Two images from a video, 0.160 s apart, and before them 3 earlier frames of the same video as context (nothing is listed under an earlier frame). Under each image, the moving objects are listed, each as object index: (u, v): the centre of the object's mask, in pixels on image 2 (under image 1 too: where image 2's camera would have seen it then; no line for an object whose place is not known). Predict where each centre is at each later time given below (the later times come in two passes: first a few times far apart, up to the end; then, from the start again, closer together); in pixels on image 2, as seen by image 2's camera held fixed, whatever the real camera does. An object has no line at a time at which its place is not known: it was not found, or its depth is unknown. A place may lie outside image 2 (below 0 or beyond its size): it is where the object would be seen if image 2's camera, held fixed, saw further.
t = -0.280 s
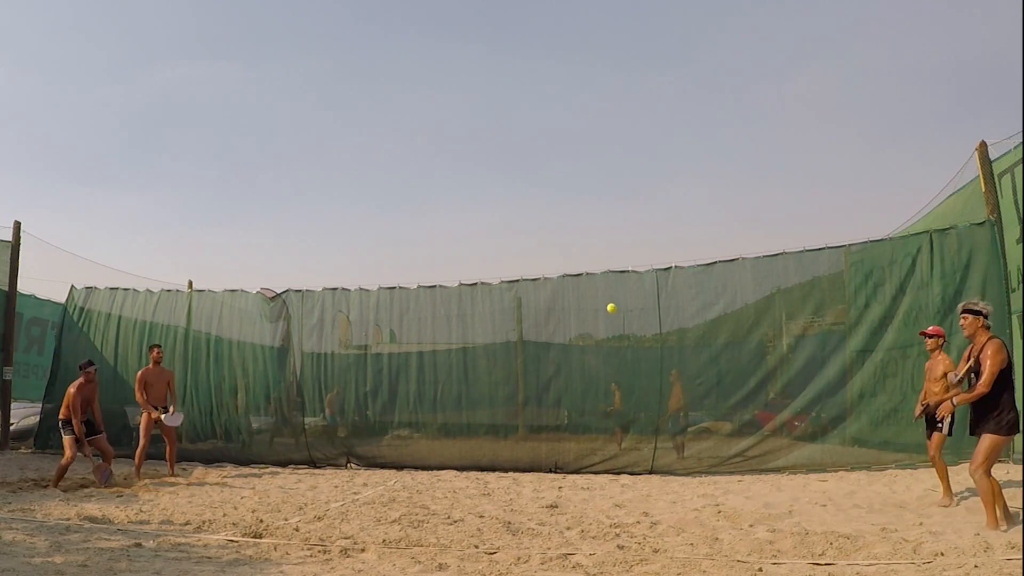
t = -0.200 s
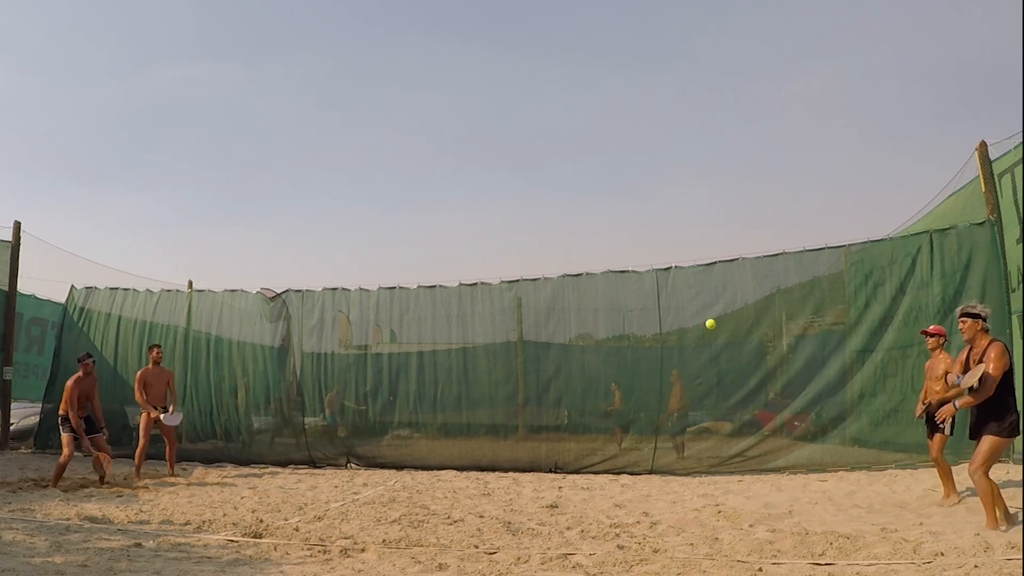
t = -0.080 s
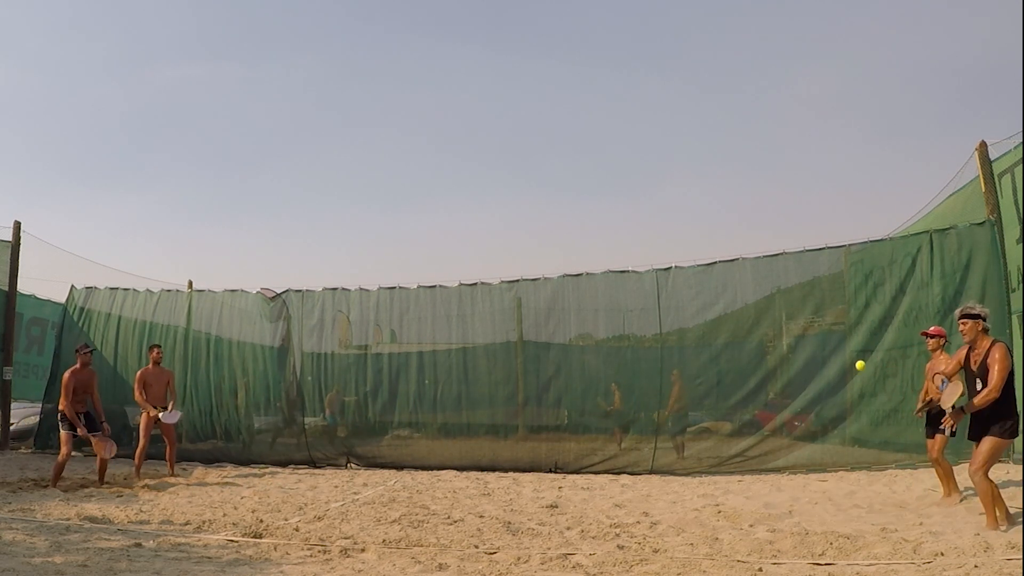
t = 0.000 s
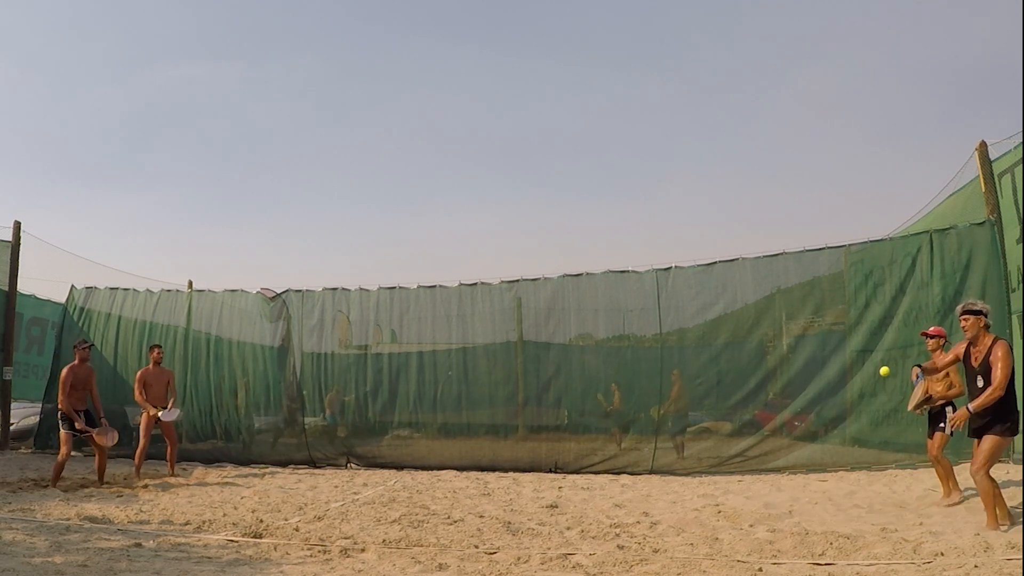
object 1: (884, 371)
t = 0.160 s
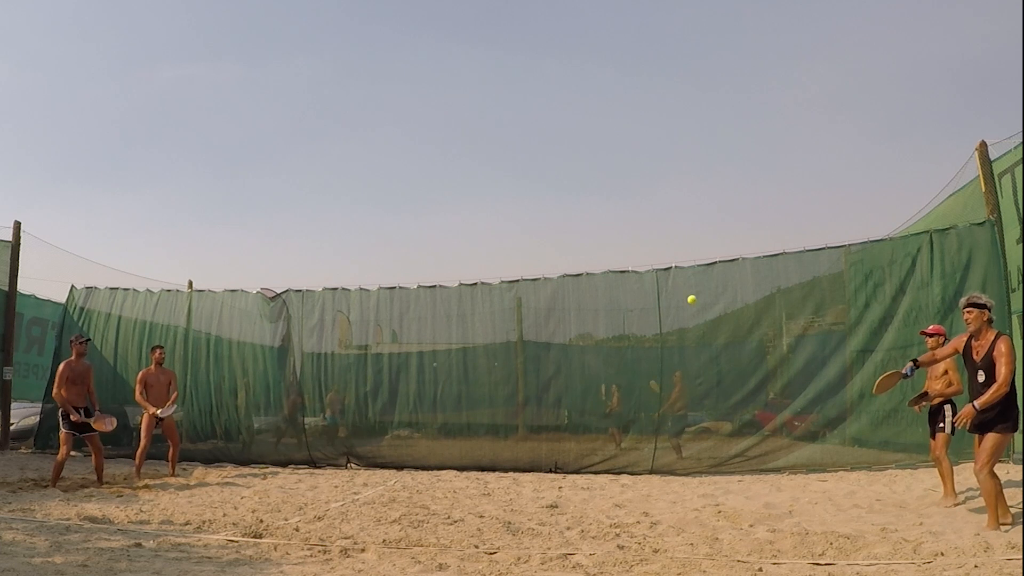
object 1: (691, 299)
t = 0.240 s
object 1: (606, 281)
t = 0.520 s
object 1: (371, 283)
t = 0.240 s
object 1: (606, 281)
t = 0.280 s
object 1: (566, 275)
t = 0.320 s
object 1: (529, 272)
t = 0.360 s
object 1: (494, 271)
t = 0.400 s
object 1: (460, 272)
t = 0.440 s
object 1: (429, 274)
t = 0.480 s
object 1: (399, 278)
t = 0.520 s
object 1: (371, 283)
